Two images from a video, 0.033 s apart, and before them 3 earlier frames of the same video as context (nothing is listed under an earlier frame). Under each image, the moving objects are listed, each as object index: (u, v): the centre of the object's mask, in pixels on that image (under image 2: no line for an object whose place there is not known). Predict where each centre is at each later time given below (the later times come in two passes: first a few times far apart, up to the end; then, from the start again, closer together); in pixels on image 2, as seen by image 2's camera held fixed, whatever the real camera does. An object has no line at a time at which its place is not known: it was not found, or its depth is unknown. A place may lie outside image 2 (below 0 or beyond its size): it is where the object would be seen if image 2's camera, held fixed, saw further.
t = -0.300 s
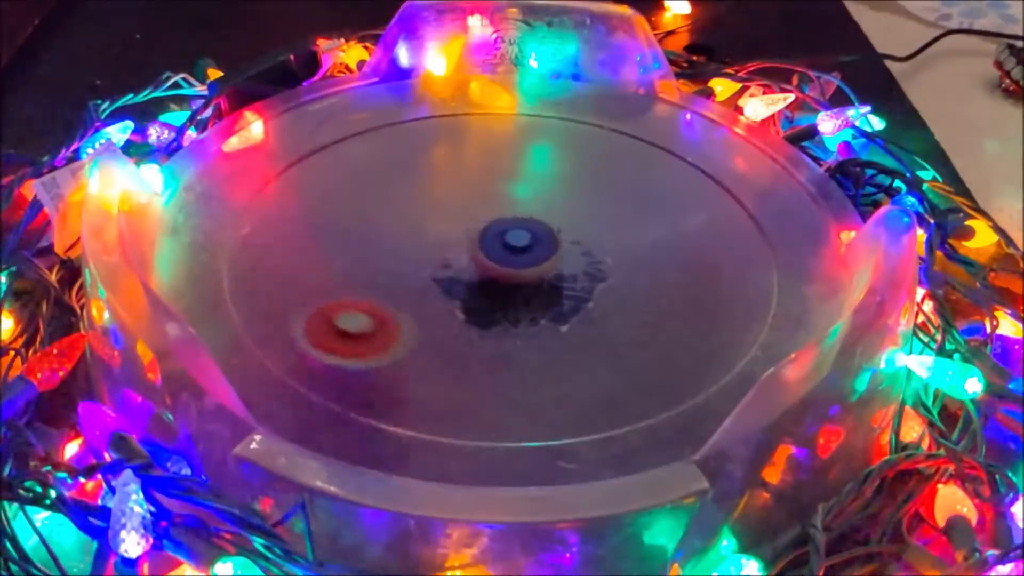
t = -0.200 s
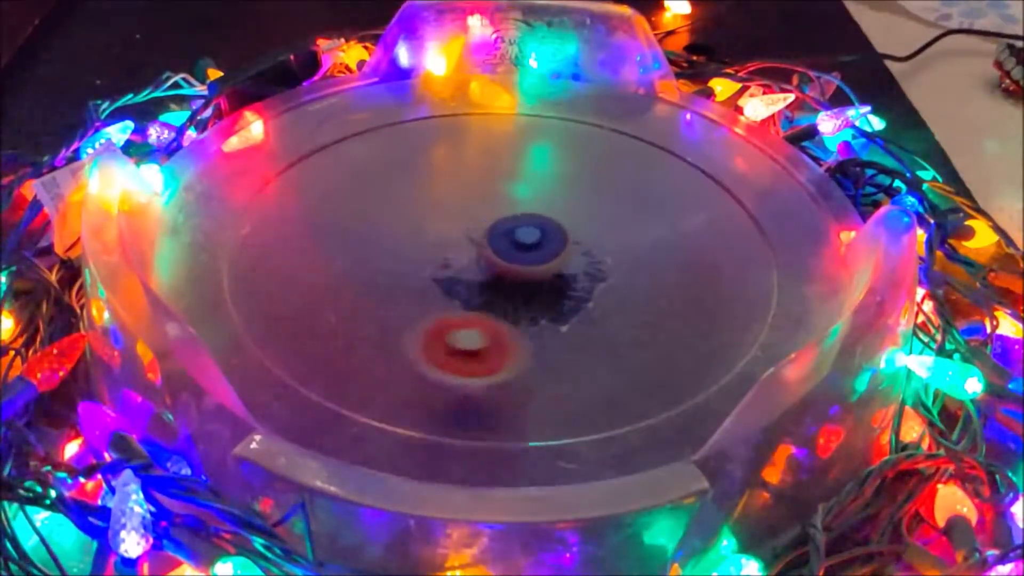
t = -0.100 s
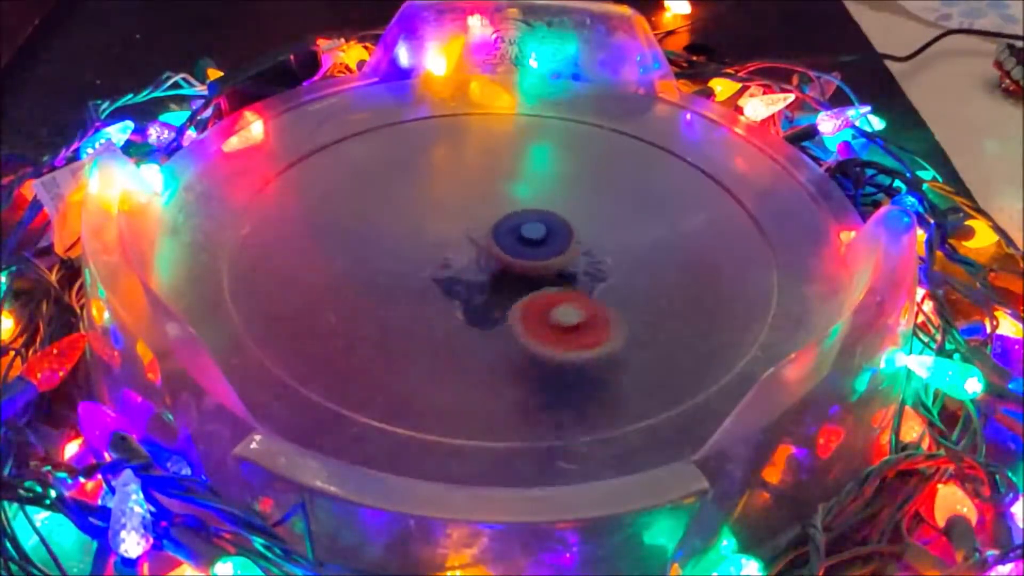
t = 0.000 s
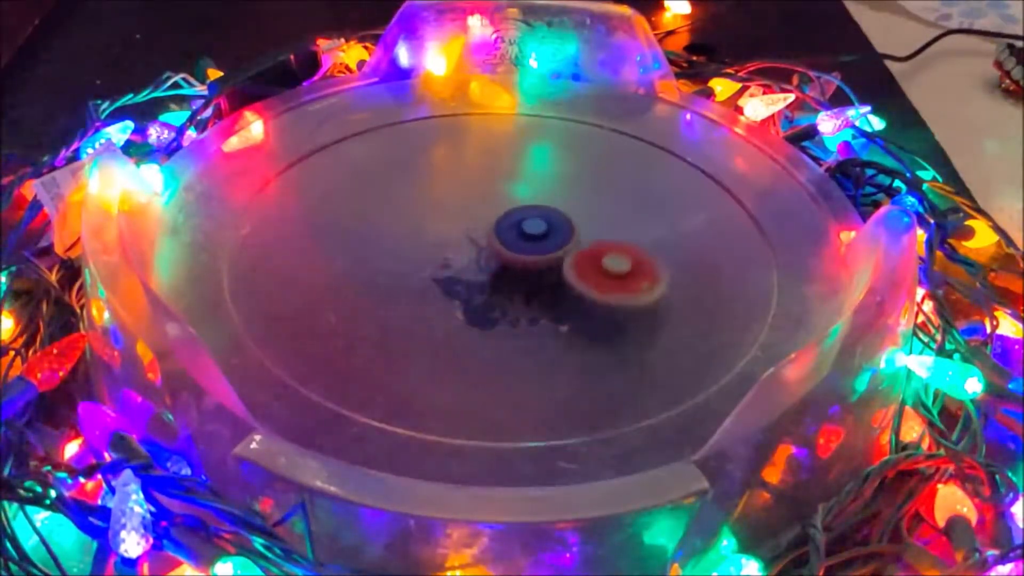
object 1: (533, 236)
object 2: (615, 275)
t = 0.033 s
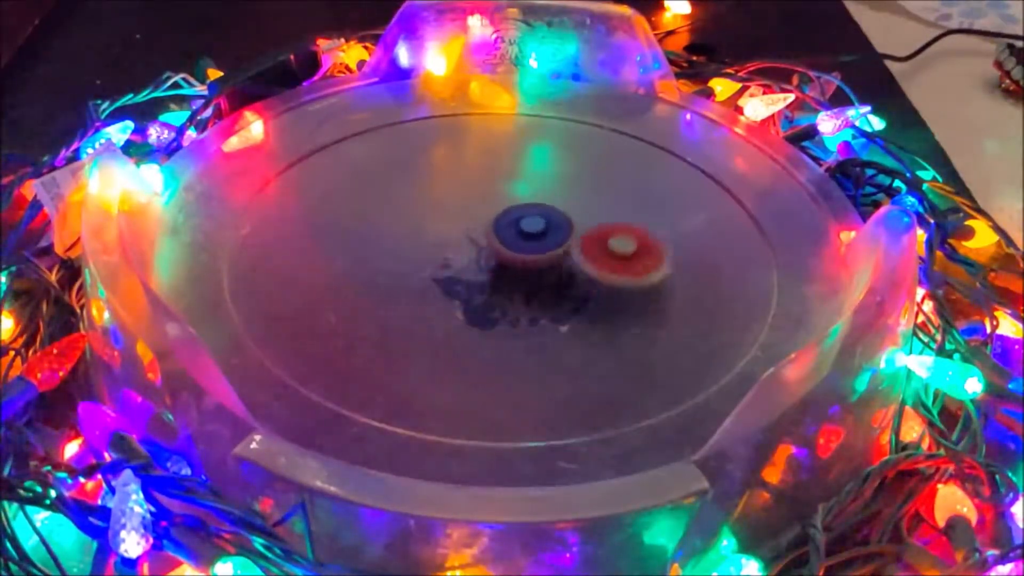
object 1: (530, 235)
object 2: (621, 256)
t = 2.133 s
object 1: (490, 275)
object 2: (674, 315)
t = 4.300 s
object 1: (494, 241)
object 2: (615, 291)
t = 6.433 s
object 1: (506, 275)
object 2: (570, 328)
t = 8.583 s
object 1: (490, 247)
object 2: (563, 313)
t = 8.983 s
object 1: (511, 257)
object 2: (532, 178)
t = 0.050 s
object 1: (528, 234)
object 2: (627, 249)
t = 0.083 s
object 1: (522, 233)
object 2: (629, 230)
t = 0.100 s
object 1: (521, 233)
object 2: (628, 221)
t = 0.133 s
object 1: (519, 234)
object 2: (622, 204)
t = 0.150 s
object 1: (518, 234)
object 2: (616, 196)
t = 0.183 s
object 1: (515, 236)
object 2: (603, 178)
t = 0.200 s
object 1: (514, 237)
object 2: (595, 170)
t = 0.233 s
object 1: (513, 239)
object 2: (577, 157)
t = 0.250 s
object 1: (513, 241)
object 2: (567, 150)
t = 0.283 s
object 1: (511, 243)
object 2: (544, 141)
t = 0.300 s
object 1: (512, 245)
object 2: (533, 137)
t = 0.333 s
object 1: (512, 247)
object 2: (507, 132)
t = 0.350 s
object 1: (512, 248)
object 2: (494, 130)
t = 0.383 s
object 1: (513, 250)
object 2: (468, 129)
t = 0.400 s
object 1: (513, 251)
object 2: (456, 130)
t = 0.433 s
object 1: (515, 254)
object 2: (435, 133)
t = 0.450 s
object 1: (515, 255)
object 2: (422, 137)
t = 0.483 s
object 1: (516, 256)
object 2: (398, 148)
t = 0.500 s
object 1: (517, 257)
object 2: (388, 153)
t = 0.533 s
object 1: (520, 258)
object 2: (370, 168)
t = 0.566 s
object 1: (522, 259)
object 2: (360, 185)
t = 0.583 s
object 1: (523, 259)
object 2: (355, 195)
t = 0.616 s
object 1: (525, 260)
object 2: (352, 215)
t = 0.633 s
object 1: (526, 261)
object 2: (354, 226)
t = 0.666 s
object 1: (527, 261)
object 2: (358, 246)
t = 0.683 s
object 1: (528, 261)
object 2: (364, 256)
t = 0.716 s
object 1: (529, 261)
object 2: (380, 277)
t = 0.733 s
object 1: (530, 261)
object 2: (392, 286)
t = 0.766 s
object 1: (537, 261)
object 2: (417, 302)
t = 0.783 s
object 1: (537, 261)
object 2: (430, 307)
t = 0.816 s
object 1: (538, 260)
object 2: (460, 318)
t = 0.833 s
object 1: (538, 260)
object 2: (477, 323)
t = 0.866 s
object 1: (539, 259)
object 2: (510, 326)
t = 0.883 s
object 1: (538, 258)
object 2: (528, 328)
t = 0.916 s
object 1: (536, 258)
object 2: (561, 325)
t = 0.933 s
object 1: (536, 259)
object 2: (578, 323)
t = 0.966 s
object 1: (535, 259)
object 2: (608, 315)
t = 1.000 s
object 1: (532, 260)
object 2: (637, 303)
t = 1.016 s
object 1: (531, 260)
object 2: (652, 297)
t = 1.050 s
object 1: (528, 261)
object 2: (673, 283)
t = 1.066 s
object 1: (527, 261)
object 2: (681, 275)
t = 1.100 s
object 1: (524, 263)
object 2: (691, 258)
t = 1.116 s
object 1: (523, 264)
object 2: (693, 248)
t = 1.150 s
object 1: (521, 265)
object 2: (696, 232)
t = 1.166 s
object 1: (520, 266)
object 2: (692, 223)
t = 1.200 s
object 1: (519, 267)
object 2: (686, 206)
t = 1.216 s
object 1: (519, 268)
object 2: (680, 199)
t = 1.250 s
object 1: (518, 269)
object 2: (665, 185)
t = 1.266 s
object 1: (518, 270)
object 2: (656, 179)
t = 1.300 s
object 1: (517, 271)
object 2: (634, 169)
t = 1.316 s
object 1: (517, 271)
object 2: (622, 164)
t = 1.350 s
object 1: (517, 272)
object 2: (594, 158)
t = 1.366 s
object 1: (517, 273)
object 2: (583, 158)
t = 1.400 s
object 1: (517, 274)
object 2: (553, 156)
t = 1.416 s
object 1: (517, 274)
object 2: (539, 156)
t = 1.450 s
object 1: (518, 275)
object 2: (512, 160)
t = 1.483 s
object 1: (519, 275)
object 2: (486, 166)
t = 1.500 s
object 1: (520, 275)
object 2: (473, 170)
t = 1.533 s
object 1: (521, 274)
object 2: (449, 179)
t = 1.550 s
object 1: (521, 273)
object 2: (438, 185)
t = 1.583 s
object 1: (519, 272)
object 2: (418, 200)
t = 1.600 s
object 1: (519, 272)
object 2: (409, 208)
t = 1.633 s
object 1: (516, 272)
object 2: (396, 224)
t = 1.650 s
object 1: (515, 272)
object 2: (389, 232)
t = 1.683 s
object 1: (513, 272)
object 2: (380, 250)
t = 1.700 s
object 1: (513, 272)
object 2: (378, 259)
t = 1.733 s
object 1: (511, 272)
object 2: (378, 279)
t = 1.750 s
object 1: (511, 273)
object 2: (381, 291)
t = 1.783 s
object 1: (509, 273)
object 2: (392, 306)
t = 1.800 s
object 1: (508, 273)
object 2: (401, 313)
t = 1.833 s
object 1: (507, 274)
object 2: (420, 331)
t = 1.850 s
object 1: (507, 274)
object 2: (430, 337)
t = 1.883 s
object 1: (506, 274)
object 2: (456, 346)
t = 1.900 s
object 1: (505, 274)
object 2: (471, 353)
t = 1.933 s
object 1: (502, 274)
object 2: (503, 359)
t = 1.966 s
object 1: (501, 274)
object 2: (537, 361)
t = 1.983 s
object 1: (500, 274)
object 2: (553, 361)
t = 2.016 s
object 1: (498, 274)
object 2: (587, 357)
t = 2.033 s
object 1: (497, 274)
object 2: (602, 352)
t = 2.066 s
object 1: (494, 274)
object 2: (632, 342)
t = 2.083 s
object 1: (493, 274)
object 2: (645, 337)
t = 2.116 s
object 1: (491, 274)
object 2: (666, 323)
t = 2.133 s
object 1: (490, 275)
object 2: (674, 315)
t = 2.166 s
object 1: (489, 275)
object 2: (684, 297)
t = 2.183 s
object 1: (488, 275)
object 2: (686, 289)
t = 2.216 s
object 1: (486, 275)
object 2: (685, 271)
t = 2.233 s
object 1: (486, 275)
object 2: (682, 263)
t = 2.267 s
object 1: (485, 275)
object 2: (671, 247)
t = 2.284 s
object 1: (485, 275)
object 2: (664, 239)
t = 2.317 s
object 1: (484, 275)
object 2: (647, 226)
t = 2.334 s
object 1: (484, 275)
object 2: (636, 219)
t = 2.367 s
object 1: (483, 276)
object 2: (612, 207)
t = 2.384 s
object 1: (483, 276)
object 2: (600, 203)
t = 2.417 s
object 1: (483, 275)
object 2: (572, 194)
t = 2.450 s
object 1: (483, 275)
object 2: (545, 189)
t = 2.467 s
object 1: (483, 275)
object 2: (530, 187)
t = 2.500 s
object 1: (483, 275)
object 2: (502, 183)
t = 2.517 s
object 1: (483, 274)
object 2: (488, 183)
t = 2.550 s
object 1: (482, 273)
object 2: (462, 182)
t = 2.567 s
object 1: (481, 272)
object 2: (449, 183)
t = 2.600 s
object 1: (481, 271)
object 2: (421, 187)
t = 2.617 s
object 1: (482, 270)
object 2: (409, 190)
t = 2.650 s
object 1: (483, 269)
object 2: (386, 196)
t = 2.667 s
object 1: (483, 268)
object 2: (374, 200)
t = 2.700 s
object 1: (482, 267)
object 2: (354, 210)
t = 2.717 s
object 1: (482, 266)
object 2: (345, 217)
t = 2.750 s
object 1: (481, 265)
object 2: (330, 230)
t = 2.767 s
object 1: (481, 264)
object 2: (325, 237)
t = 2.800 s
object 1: (480, 263)
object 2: (314, 253)
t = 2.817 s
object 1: (480, 262)
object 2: (312, 260)
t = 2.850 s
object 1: (479, 261)
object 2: (312, 278)
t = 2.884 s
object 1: (477, 258)
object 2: (322, 296)
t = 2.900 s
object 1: (477, 258)
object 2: (327, 305)
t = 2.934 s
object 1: (476, 256)
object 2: (345, 321)
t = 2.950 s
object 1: (475, 256)
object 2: (358, 327)
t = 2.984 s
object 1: (475, 254)
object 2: (386, 338)
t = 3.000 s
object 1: (474, 253)
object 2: (403, 342)
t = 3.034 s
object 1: (473, 252)
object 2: (440, 351)
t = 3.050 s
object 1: (473, 250)
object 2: (453, 353)
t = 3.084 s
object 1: (470, 248)
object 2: (489, 351)
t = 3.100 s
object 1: (468, 248)
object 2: (506, 349)
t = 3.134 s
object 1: (466, 248)
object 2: (536, 342)
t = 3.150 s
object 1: (466, 248)
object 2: (550, 337)
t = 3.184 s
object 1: (464, 248)
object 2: (574, 325)
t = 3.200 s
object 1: (464, 249)
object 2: (583, 320)
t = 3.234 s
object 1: (464, 249)
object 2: (601, 305)
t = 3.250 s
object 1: (464, 249)
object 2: (606, 298)
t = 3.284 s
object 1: (464, 250)
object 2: (616, 280)
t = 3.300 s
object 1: (465, 250)
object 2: (617, 272)
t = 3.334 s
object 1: (469, 251)
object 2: (616, 254)
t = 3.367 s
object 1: (473, 251)
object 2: (610, 237)
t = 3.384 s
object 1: (475, 250)
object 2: (605, 228)
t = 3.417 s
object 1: (476, 249)
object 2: (594, 213)
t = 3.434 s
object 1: (476, 248)
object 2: (588, 206)
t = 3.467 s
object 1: (474, 245)
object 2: (572, 191)
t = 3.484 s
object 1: (474, 244)
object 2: (563, 185)
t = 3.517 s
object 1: (474, 242)
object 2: (544, 174)
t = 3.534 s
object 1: (474, 241)
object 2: (533, 168)
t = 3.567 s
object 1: (472, 239)
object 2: (512, 160)
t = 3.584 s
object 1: (471, 239)
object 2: (500, 156)
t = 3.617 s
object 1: (469, 237)
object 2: (477, 152)
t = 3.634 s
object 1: (468, 237)
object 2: (464, 148)
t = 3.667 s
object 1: (467, 236)
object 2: (439, 147)
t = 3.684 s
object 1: (466, 236)
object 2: (426, 148)
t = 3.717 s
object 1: (465, 237)
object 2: (403, 151)
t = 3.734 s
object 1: (466, 238)
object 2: (393, 155)
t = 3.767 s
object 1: (467, 239)
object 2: (369, 163)
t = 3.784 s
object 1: (468, 240)
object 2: (361, 168)
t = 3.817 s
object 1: (470, 242)
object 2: (345, 181)
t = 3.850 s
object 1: (473, 242)
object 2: (335, 195)
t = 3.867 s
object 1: (474, 243)
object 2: (332, 204)
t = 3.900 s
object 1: (476, 243)
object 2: (328, 222)
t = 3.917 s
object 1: (477, 243)
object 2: (329, 231)
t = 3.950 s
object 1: (480, 242)
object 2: (338, 250)
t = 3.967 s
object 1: (481, 242)
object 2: (343, 259)
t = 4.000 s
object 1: (483, 242)
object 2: (358, 277)
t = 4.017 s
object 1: (484, 242)
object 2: (369, 287)
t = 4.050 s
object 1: (485, 241)
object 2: (400, 302)
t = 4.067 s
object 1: (486, 241)
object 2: (414, 306)
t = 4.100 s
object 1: (487, 241)
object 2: (442, 315)
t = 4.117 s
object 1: (488, 241)
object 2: (459, 319)
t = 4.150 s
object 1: (491, 240)
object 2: (490, 321)
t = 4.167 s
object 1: (492, 240)
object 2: (504, 320)
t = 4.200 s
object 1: (492, 240)
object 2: (536, 318)
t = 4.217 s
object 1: (492, 240)
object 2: (552, 315)
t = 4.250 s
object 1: (493, 240)
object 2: (579, 307)
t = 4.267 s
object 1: (493, 240)
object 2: (592, 302)
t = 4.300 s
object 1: (494, 241)
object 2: (615, 291)
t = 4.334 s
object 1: (496, 241)
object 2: (635, 277)
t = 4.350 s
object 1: (496, 241)
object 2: (642, 269)
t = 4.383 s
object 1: (498, 242)
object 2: (652, 253)
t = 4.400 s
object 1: (499, 242)
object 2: (655, 245)
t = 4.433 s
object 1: (501, 243)
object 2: (657, 229)
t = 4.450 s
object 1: (502, 243)
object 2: (654, 220)
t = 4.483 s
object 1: (504, 243)
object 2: (650, 205)
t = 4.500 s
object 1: (505, 244)
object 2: (645, 197)
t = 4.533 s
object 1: (508, 244)
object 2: (633, 183)
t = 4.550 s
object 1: (510, 244)
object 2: (625, 177)
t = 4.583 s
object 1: (513, 244)
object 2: (608, 166)
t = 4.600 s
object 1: (514, 244)
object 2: (597, 161)
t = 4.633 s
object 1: (515, 244)
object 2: (575, 154)
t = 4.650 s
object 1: (516, 244)
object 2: (564, 151)
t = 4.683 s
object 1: (517, 244)
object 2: (541, 148)
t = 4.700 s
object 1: (518, 245)
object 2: (528, 149)
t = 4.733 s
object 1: (519, 244)
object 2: (504, 150)
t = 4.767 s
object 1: (519, 244)
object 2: (480, 155)
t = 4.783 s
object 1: (520, 243)
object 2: (468, 159)
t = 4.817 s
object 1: (520, 244)
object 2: (447, 167)
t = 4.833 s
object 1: (520, 244)
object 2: (439, 171)
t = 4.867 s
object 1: (520, 244)
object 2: (421, 186)
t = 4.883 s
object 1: (520, 244)
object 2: (413, 193)
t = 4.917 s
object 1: (520, 245)
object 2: (401, 208)
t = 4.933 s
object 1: (519, 245)
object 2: (397, 216)
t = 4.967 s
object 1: (519, 247)
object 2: (390, 235)
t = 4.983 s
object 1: (519, 247)
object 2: (389, 242)
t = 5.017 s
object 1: (520, 250)
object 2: (388, 261)
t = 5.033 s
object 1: (520, 250)
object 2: (392, 269)
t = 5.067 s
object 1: (521, 252)
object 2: (403, 287)
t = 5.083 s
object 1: (522, 252)
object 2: (411, 295)
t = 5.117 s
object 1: (522, 252)
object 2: (427, 309)
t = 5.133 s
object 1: (523, 252)
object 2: (437, 315)
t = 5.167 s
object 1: (524, 252)
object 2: (463, 325)
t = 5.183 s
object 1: (525, 253)
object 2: (474, 330)
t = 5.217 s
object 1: (525, 253)
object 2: (500, 336)
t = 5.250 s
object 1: (526, 253)
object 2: (529, 340)
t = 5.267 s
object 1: (527, 253)
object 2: (542, 341)
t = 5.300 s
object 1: (527, 253)
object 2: (570, 338)
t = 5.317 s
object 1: (527, 253)
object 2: (586, 334)
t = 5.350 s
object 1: (527, 253)
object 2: (613, 327)
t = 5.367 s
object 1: (527, 253)
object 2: (625, 322)
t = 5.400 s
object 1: (528, 254)
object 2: (647, 310)
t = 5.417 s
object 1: (527, 254)
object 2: (655, 305)
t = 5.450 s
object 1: (526, 255)
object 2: (670, 291)
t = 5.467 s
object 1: (524, 255)
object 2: (675, 283)
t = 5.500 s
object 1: (522, 257)
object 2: (679, 269)
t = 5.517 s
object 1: (520, 257)
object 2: (677, 261)
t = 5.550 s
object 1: (519, 259)
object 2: (671, 248)
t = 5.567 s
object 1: (517, 260)
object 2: (664, 240)
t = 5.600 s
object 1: (515, 262)
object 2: (651, 227)
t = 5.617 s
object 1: (514, 263)
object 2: (643, 221)
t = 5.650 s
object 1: (514, 265)
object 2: (622, 211)
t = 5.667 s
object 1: (515, 266)
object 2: (611, 209)
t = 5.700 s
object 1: (516, 268)
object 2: (585, 201)
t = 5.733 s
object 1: (517, 270)
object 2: (560, 196)
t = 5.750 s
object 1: (518, 270)
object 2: (546, 194)
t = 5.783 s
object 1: (519, 272)
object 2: (520, 191)
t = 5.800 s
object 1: (519, 272)
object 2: (508, 192)
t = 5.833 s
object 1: (522, 271)
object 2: (481, 193)
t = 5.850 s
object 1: (523, 271)
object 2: (466, 195)
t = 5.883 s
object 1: (525, 270)
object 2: (443, 201)
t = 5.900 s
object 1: (526, 270)
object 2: (431, 205)
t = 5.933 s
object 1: (526, 268)
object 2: (410, 215)
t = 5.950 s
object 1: (526, 267)
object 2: (401, 218)
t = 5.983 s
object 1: (524, 266)
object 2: (384, 229)
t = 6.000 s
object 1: (522, 265)
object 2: (377, 235)
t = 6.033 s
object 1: (517, 265)
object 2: (365, 248)
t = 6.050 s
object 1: (514, 264)
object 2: (360, 255)
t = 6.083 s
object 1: (511, 265)
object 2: (356, 271)
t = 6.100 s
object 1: (508, 265)
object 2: (356, 276)
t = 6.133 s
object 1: (507, 266)
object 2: (358, 291)
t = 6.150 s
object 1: (506, 267)
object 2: (363, 300)
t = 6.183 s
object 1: (505, 269)
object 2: (378, 314)
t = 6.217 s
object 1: (503, 271)
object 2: (394, 326)
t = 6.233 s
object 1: (502, 272)
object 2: (408, 332)
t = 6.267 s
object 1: (502, 274)
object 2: (433, 340)
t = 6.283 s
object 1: (502, 275)
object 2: (448, 343)
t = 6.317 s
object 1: (503, 275)
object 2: (478, 350)
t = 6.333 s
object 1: (503, 276)
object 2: (490, 350)
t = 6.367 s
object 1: (504, 276)
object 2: (520, 347)
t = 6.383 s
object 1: (504, 276)
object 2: (533, 343)
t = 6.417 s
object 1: (506, 275)
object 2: (558, 334)
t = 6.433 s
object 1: (506, 275)
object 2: (570, 328)
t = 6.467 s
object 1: (505, 274)
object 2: (588, 315)
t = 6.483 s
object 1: (506, 274)
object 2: (595, 309)
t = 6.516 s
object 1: (508, 273)
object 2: (605, 295)
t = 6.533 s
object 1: (508, 272)
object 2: (609, 287)
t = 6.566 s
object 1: (506, 270)
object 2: (613, 271)
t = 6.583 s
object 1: (506, 270)
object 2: (613, 264)
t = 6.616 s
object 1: (503, 268)
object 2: (606, 246)
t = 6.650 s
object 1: (499, 266)
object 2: (596, 231)
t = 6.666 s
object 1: (497, 266)
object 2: (590, 225)
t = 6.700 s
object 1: (494, 265)
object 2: (575, 211)
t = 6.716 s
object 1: (493, 265)
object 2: (567, 206)
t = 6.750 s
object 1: (490, 265)
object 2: (550, 195)
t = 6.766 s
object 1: (488, 265)
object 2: (540, 190)
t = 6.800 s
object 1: (485, 266)
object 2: (519, 182)
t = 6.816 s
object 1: (484, 266)
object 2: (508, 179)
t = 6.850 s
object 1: (483, 266)
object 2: (485, 173)
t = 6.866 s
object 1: (482, 267)
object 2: (474, 173)
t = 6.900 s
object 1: (480, 268)
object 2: (452, 171)
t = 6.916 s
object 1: (480, 267)
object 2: (440, 171)
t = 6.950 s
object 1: (479, 268)
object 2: (419, 174)
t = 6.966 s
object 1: (478, 268)
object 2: (408, 176)
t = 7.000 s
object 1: (479, 268)
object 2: (389, 183)
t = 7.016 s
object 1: (479, 268)
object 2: (378, 187)
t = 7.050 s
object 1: (478, 268)
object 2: (363, 197)
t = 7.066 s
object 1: (478, 268)
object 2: (358, 203)
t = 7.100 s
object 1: (477, 268)
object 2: (349, 218)
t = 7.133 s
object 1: (478, 268)
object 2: (347, 233)
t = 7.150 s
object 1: (478, 267)
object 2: (347, 240)
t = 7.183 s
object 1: (479, 266)
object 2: (351, 256)
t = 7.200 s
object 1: (479, 266)
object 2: (357, 265)
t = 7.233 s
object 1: (480, 265)
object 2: (372, 280)
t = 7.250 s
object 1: (482, 264)
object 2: (381, 287)
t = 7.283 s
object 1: (484, 263)
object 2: (403, 300)
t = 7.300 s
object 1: (485, 262)
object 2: (413, 304)
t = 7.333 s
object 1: (486, 259)
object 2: (440, 313)
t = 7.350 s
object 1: (486, 257)
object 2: (457, 315)
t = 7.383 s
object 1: (483, 254)
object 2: (483, 318)
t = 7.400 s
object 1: (482, 254)
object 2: (496, 317)
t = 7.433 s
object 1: (480, 253)
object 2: (525, 315)
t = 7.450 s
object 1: (480, 253)
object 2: (538, 311)
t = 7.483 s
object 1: (480, 252)
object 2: (563, 303)
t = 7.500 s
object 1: (479, 251)
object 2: (574, 299)
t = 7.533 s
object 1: (476, 249)
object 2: (594, 289)
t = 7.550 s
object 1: (475, 248)
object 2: (602, 281)
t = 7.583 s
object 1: (473, 248)
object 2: (617, 265)
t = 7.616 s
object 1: (469, 247)
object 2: (623, 254)
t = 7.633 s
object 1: (468, 247)
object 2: (624, 245)
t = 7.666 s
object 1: (469, 248)
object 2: (625, 231)
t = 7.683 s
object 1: (469, 249)
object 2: (623, 223)
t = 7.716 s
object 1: (470, 250)
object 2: (616, 210)
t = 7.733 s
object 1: (470, 250)
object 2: (611, 202)
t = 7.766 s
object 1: (472, 252)
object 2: (599, 191)
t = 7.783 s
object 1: (473, 252)
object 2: (591, 184)
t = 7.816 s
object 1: (476, 251)
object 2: (574, 175)
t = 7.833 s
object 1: (478, 250)
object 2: (565, 172)
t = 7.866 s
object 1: (479, 250)
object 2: (546, 166)
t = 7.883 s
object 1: (479, 249)
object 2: (534, 163)
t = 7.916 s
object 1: (479, 248)
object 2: (513, 161)
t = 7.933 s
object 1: (479, 248)
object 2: (503, 161)
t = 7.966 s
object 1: (478, 247)
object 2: (482, 163)
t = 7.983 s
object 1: (478, 246)
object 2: (471, 166)
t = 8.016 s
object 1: (478, 246)
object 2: (450, 172)
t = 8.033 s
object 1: (478, 245)
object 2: (440, 176)
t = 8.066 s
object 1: (478, 244)
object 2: (424, 186)
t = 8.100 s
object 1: (484, 246)
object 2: (404, 192)
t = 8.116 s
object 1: (487, 246)
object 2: (395, 194)
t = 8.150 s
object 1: (491, 245)
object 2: (378, 205)
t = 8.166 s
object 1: (491, 245)
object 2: (372, 210)
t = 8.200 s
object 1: (493, 244)
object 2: (365, 223)
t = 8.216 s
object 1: (492, 244)
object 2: (361, 230)
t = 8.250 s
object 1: (493, 243)
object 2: (361, 246)
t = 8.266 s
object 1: (493, 242)
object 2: (359, 254)
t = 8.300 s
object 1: (492, 242)
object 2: (368, 269)
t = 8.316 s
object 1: (492, 242)
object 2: (372, 276)
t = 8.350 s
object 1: (492, 241)
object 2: (387, 293)
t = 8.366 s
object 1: (492, 241)
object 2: (399, 300)
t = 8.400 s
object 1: (490, 242)
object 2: (419, 311)
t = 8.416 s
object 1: (490, 242)
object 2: (431, 316)
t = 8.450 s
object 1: (490, 242)
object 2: (456, 322)
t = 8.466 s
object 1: (490, 242)
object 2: (470, 323)
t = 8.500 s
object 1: (489, 243)
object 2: (499, 325)
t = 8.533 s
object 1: (489, 244)
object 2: (526, 322)
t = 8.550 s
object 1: (489, 246)
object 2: (541, 321)
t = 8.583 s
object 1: (490, 247)
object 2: (563, 313)
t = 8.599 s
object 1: (491, 247)
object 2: (576, 309)
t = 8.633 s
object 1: (492, 248)
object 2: (593, 297)
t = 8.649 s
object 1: (492, 248)
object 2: (603, 292)
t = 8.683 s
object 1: (493, 249)
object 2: (616, 279)
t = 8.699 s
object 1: (494, 250)
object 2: (622, 271)
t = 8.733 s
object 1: (496, 251)
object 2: (626, 258)
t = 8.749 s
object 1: (497, 252)
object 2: (626, 250)
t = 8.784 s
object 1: (499, 252)
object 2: (624, 236)
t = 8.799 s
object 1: (500, 253)
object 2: (620, 229)
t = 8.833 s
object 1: (503, 254)
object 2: (611, 216)
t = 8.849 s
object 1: (504, 254)
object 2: (605, 210)
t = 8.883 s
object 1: (506, 255)
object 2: (589, 198)
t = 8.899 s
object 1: (507, 255)
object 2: (581, 193)
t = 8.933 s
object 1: (510, 255)
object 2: (563, 186)
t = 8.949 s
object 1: (510, 256)
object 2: (552, 183)
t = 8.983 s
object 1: (511, 257)
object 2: (532, 178)
